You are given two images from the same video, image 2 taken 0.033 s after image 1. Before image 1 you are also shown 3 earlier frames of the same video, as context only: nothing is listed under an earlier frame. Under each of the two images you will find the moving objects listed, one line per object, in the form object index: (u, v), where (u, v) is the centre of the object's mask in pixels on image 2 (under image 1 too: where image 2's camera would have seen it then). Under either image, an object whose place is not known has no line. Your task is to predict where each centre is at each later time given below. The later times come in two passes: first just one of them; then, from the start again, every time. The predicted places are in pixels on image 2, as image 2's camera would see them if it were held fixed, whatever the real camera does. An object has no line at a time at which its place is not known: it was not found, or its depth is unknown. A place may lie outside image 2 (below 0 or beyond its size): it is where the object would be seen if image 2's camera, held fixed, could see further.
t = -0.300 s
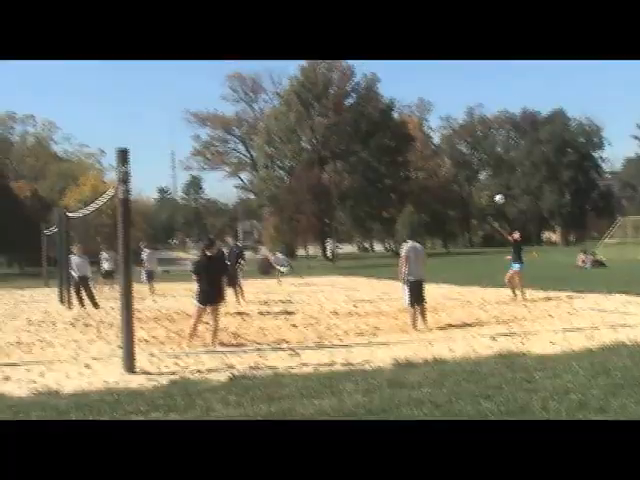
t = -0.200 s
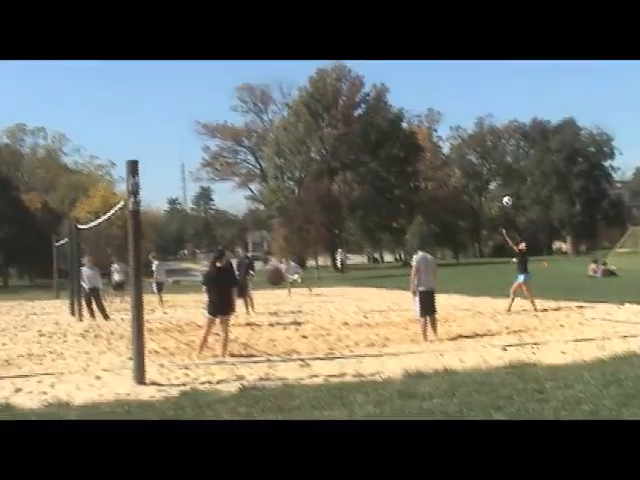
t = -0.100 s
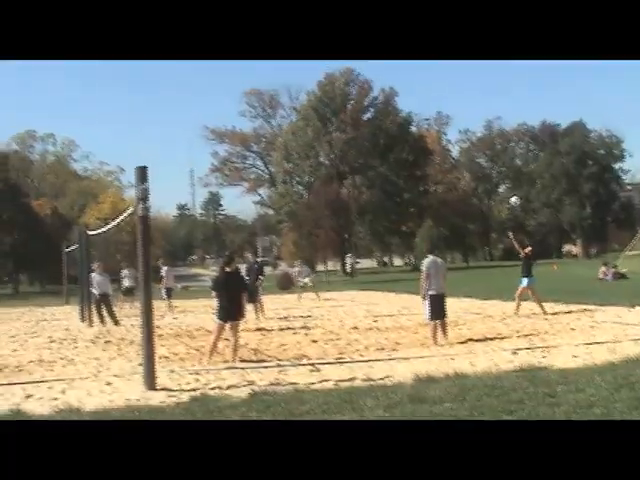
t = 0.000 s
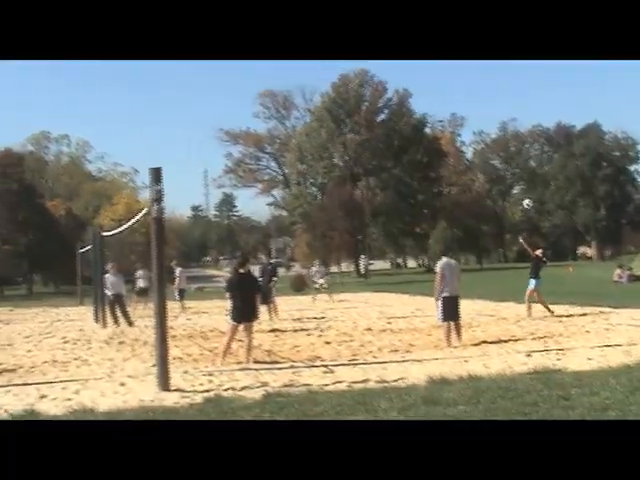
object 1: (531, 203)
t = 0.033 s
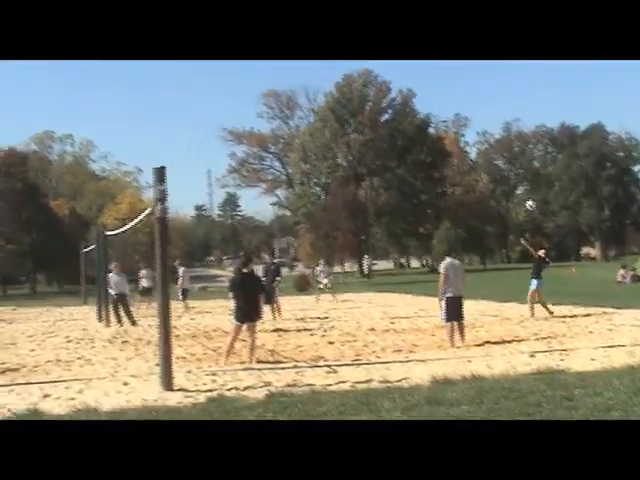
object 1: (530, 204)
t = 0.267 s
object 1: (527, 225)
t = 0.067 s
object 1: (529, 206)
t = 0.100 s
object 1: (529, 208)
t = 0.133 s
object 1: (528, 211)
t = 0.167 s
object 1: (528, 214)
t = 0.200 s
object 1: (527, 217)
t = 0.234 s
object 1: (527, 221)
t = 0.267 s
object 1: (527, 225)
